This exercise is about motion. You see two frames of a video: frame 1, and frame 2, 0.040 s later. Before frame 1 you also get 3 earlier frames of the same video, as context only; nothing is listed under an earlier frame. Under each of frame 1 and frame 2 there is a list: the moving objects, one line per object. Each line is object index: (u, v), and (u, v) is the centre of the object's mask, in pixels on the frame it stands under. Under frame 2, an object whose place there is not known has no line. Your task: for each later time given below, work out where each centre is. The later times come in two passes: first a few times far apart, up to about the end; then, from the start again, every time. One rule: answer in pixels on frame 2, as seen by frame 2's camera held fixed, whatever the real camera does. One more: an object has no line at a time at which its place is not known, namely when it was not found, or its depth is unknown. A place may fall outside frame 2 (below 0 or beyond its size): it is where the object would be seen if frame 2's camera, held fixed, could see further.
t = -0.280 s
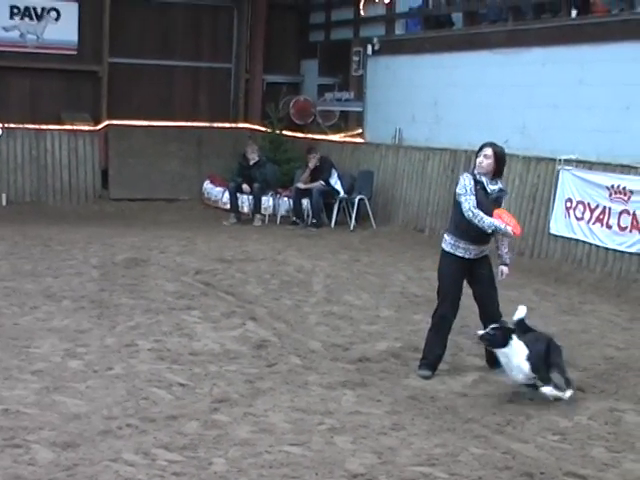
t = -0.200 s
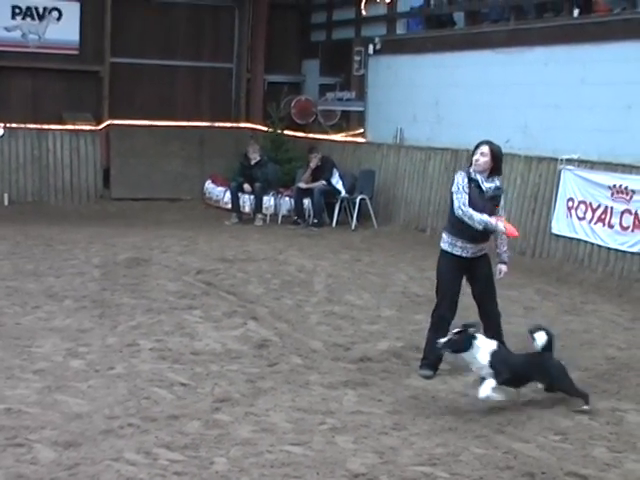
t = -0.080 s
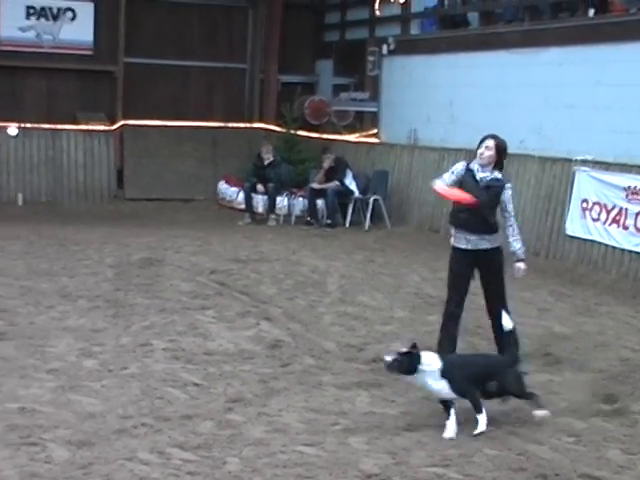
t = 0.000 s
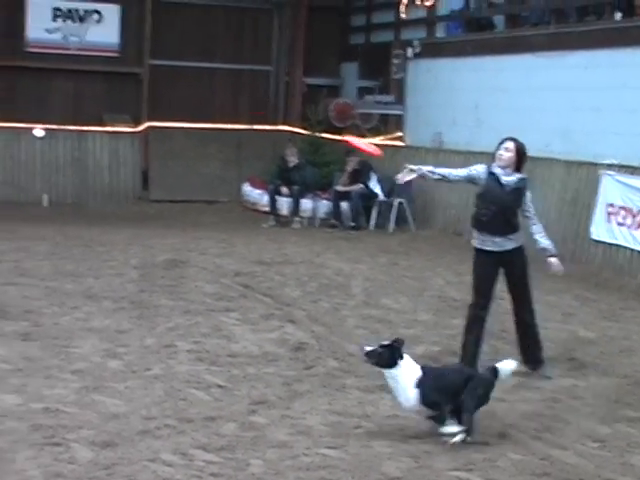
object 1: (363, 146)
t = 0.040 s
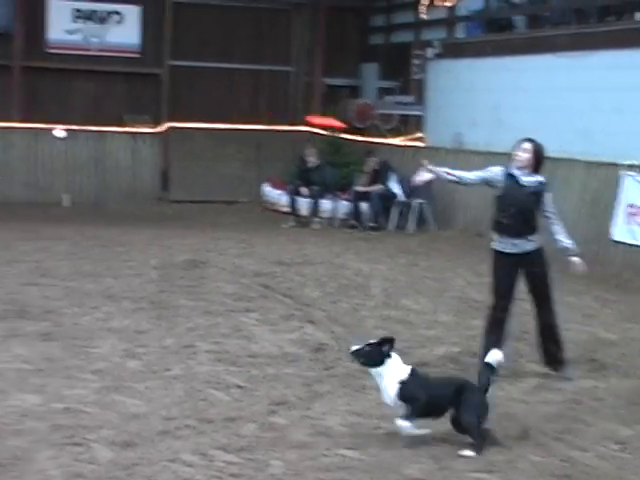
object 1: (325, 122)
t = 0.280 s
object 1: (-26, 9)
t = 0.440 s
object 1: (-266, -55)
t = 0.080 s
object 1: (266, 101)
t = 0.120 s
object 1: (207, 81)
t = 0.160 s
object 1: (149, 61)
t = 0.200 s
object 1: (90, 44)
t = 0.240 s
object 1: (31, 25)
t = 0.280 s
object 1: (-26, 9)
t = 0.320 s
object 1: (-86, -7)
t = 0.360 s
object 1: (-146, -25)
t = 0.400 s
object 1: (-205, -40)
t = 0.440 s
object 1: (-266, -55)
